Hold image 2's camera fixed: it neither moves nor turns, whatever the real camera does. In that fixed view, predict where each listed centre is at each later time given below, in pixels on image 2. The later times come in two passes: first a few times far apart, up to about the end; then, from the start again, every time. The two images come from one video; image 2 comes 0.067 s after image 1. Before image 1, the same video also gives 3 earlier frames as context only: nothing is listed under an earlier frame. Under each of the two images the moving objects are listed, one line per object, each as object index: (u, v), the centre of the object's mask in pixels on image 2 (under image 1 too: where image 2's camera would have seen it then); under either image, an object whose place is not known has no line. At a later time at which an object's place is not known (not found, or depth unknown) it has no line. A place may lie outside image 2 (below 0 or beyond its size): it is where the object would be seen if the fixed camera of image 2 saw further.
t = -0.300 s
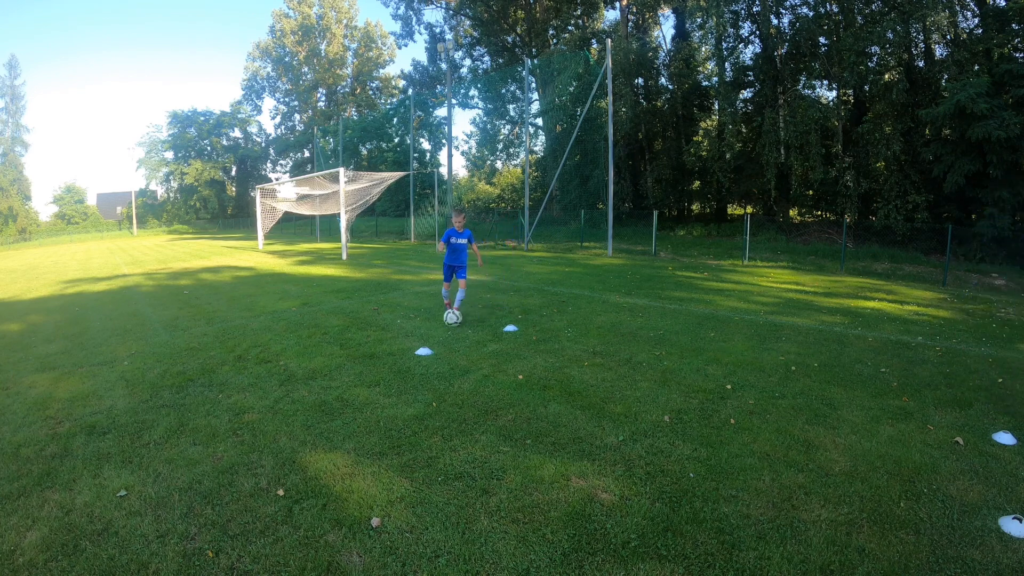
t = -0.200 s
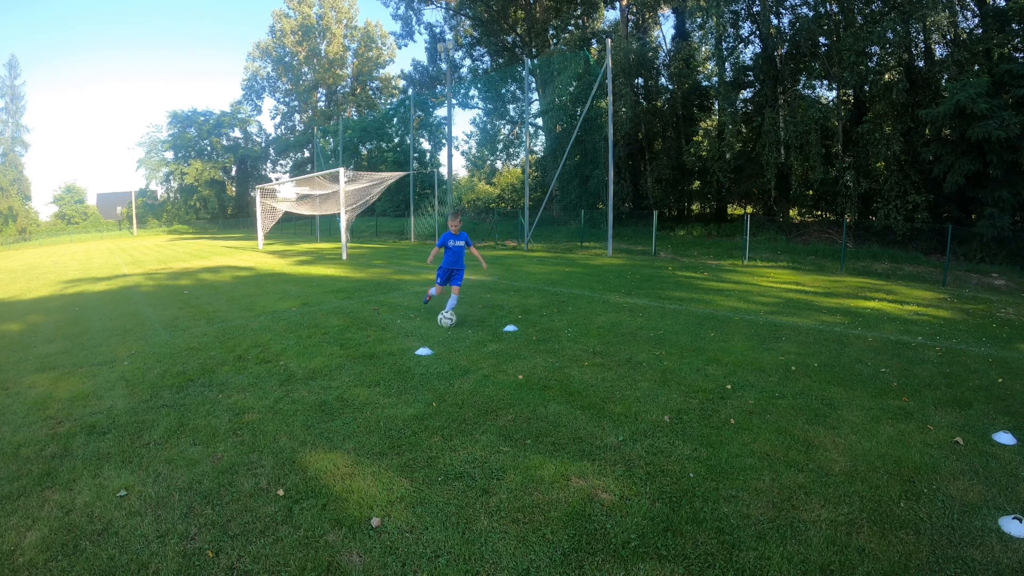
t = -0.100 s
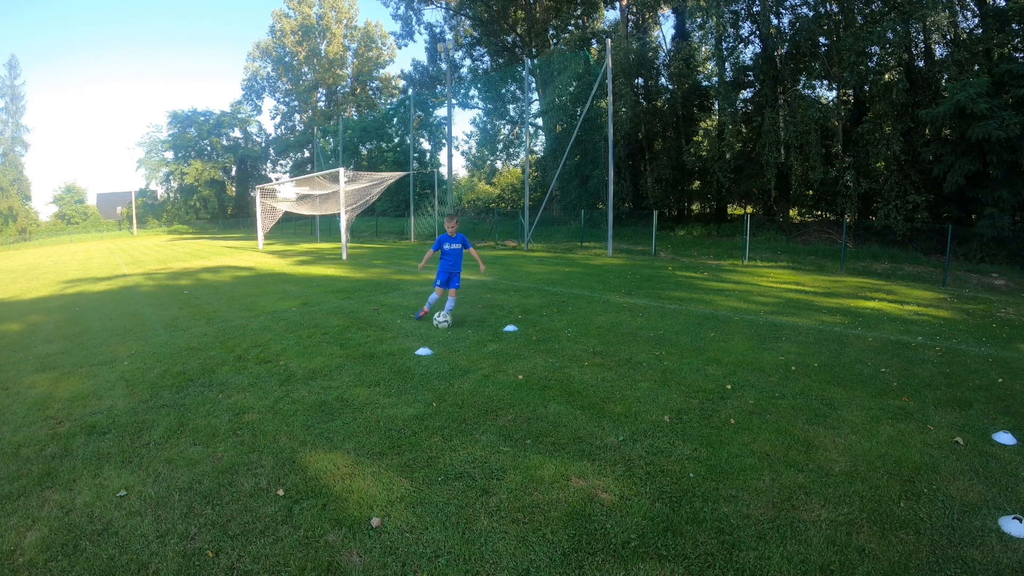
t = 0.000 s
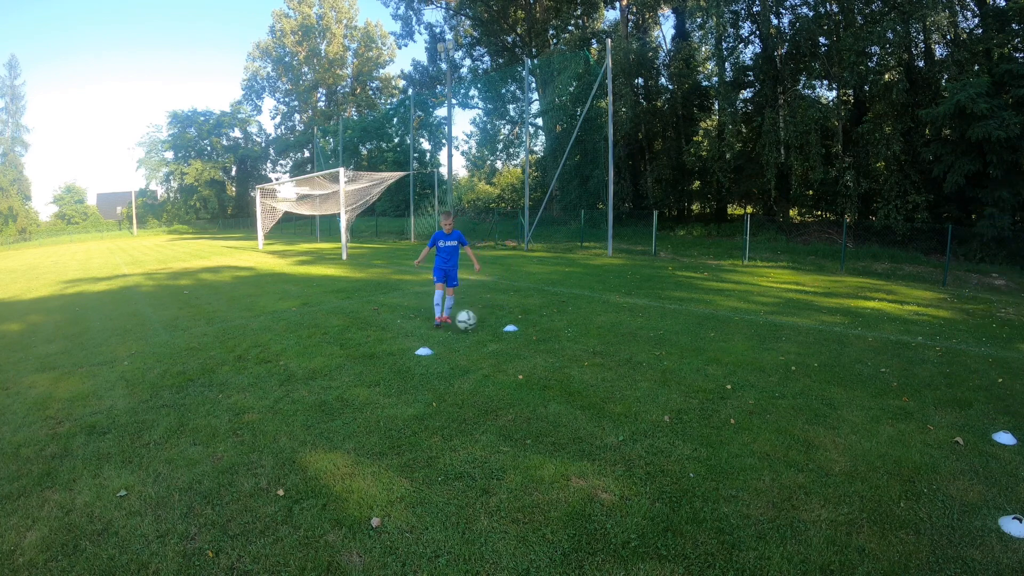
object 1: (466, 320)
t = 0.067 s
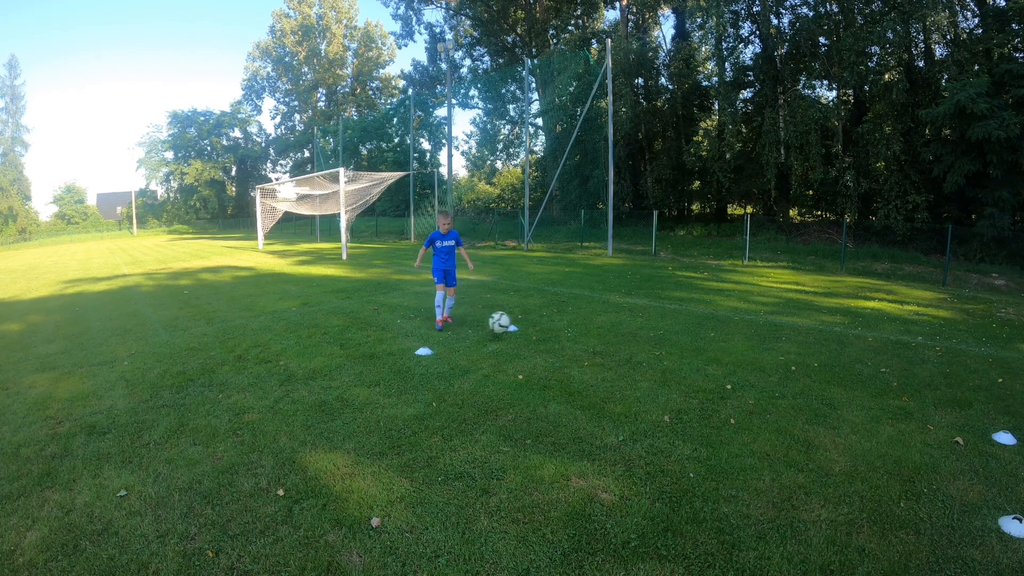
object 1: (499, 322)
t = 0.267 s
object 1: (620, 355)
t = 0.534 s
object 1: (754, 378)
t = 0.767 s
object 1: (866, 395)
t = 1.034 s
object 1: (986, 411)
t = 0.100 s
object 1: (518, 325)
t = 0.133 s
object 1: (537, 329)
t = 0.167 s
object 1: (557, 335)
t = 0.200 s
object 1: (578, 342)
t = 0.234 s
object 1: (600, 350)
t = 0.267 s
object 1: (620, 355)
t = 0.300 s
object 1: (637, 355)
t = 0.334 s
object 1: (653, 356)
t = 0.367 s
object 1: (669, 357)
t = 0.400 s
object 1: (686, 360)
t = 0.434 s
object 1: (703, 364)
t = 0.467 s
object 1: (721, 369)
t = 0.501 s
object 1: (738, 375)
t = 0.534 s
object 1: (754, 378)
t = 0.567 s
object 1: (771, 378)
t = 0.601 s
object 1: (787, 377)
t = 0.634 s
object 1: (803, 379)
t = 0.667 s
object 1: (819, 383)
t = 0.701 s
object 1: (835, 387)
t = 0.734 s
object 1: (851, 393)
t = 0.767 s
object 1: (866, 395)
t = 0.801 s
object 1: (882, 396)
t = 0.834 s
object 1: (898, 398)
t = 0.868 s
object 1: (914, 400)
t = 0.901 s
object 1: (928, 404)
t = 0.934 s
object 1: (943, 407)
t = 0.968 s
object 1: (957, 408)
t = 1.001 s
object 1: (972, 409)
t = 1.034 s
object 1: (986, 411)
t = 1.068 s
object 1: (1000, 414)
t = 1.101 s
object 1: (1012, 416)
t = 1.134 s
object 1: (1018, 418)
